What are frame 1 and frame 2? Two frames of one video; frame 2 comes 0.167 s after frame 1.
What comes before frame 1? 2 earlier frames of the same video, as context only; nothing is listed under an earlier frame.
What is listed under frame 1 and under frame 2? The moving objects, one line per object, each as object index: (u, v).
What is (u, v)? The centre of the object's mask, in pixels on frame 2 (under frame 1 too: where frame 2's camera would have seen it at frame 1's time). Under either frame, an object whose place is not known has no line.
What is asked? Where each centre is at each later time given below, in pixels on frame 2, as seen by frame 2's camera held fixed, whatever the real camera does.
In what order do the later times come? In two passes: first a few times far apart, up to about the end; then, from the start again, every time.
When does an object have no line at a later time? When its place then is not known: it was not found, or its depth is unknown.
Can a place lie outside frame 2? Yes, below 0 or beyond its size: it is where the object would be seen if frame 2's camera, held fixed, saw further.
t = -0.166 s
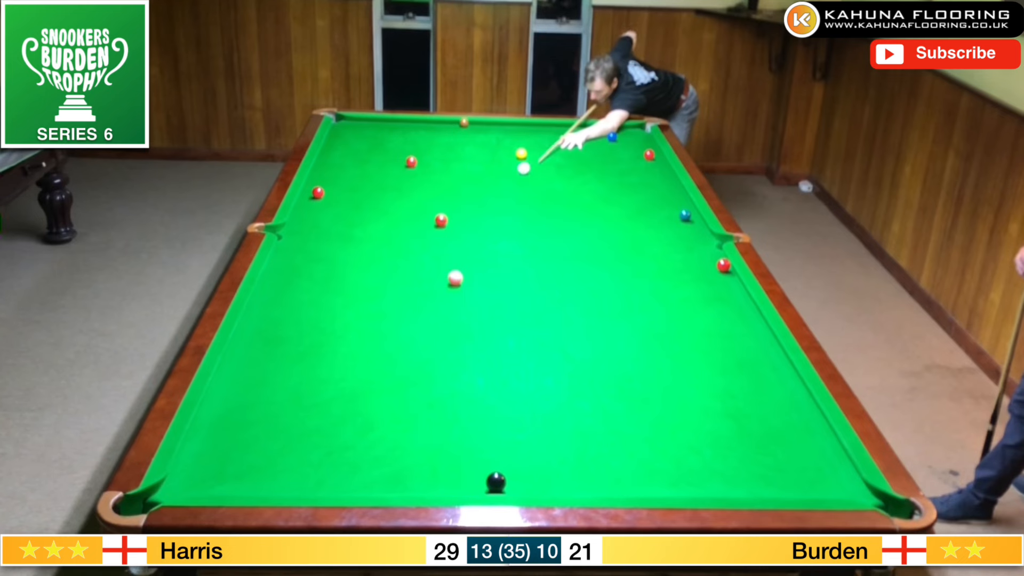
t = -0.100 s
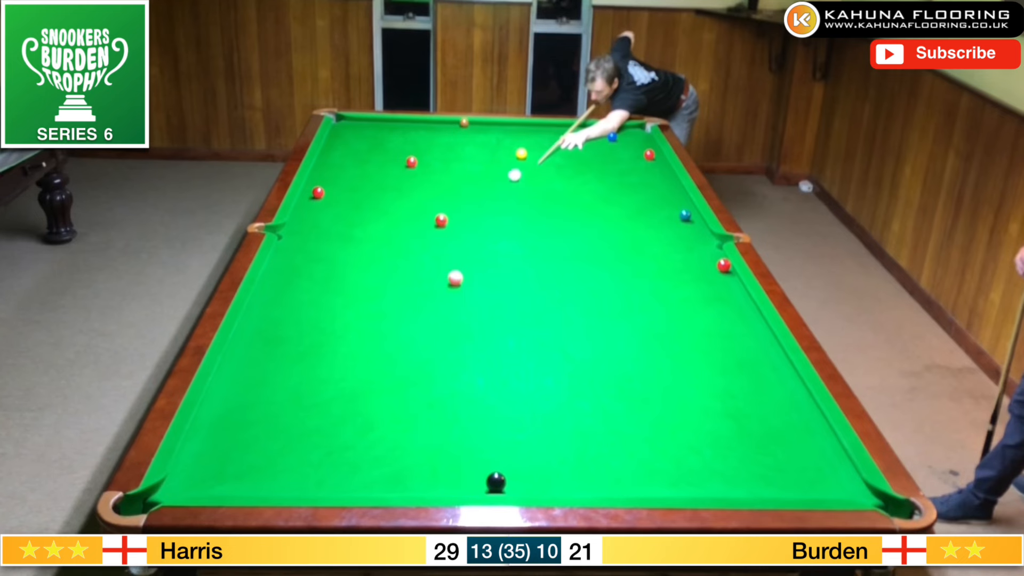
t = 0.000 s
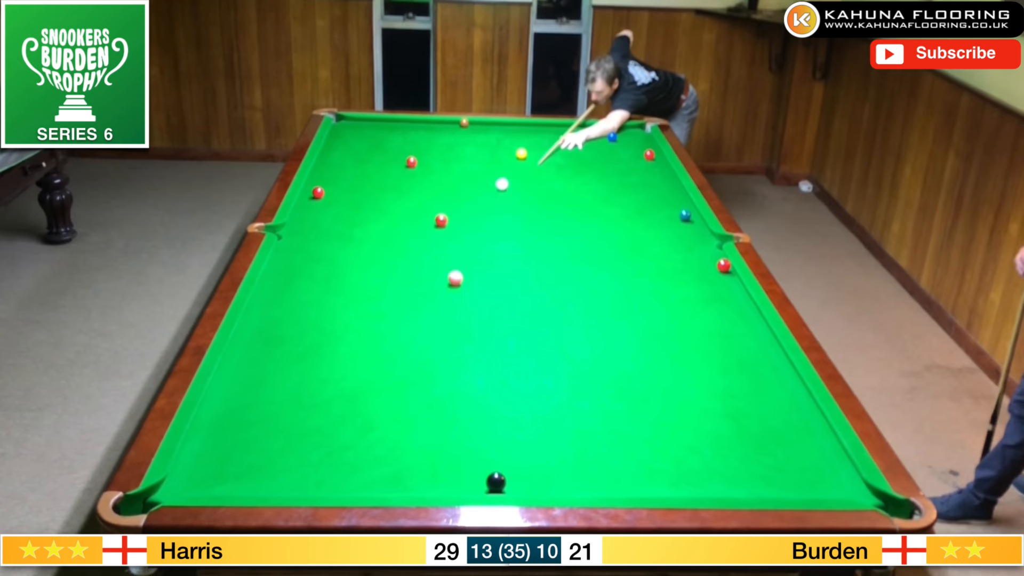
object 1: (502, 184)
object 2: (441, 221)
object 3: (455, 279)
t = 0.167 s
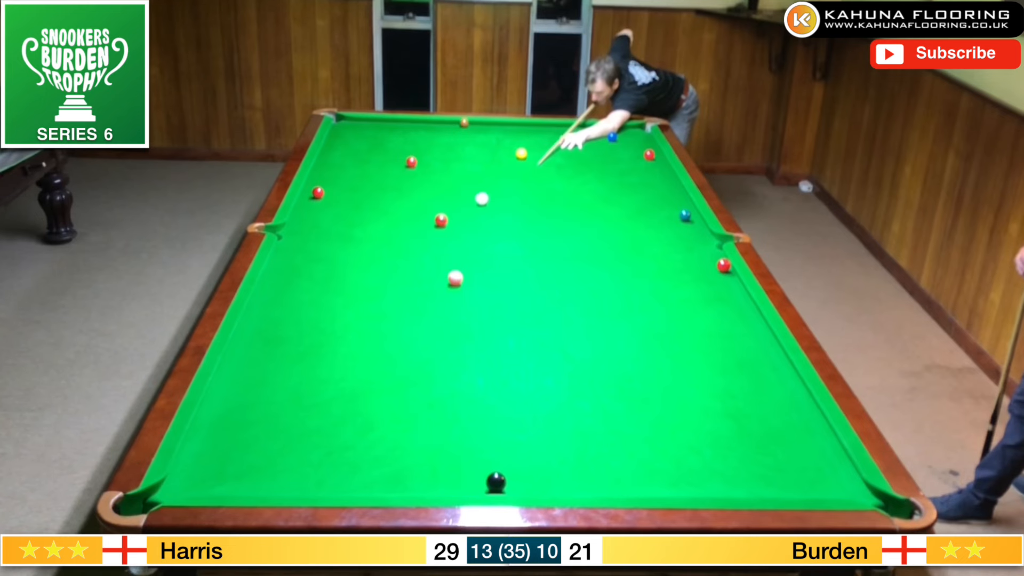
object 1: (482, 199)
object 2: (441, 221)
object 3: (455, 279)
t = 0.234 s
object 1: (473, 205)
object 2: (441, 220)
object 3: (455, 279)
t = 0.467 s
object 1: (455, 227)
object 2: (428, 221)
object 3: (455, 279)
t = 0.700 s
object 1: (455, 249)
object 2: (399, 224)
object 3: (455, 279)
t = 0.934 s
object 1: (455, 270)
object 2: (372, 226)
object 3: (455, 281)
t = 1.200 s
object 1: (454, 278)
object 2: (342, 228)
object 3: (456, 301)
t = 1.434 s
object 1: (453, 283)
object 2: (318, 229)
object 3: (457, 319)
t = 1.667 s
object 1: (452, 288)
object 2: (296, 231)
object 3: (458, 338)
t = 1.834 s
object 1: (452, 291)
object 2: (280, 232)
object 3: (459, 351)
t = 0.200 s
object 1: (477, 202)
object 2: (441, 220)
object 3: (455, 279)
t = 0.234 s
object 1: (473, 205)
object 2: (441, 220)
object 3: (455, 279)
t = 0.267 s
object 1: (469, 208)
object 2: (441, 221)
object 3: (455, 279)
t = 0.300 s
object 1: (464, 211)
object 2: (441, 221)
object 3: (455, 279)
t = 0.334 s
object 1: (460, 214)
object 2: (441, 221)
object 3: (455, 279)
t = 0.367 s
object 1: (456, 218)
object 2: (441, 221)
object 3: (455, 279)
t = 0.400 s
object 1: (454, 221)
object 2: (438, 221)
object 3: (455, 279)
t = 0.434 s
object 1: (455, 224)
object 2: (433, 221)
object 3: (455, 279)
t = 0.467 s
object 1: (455, 227)
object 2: (428, 221)
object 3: (455, 279)
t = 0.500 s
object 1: (455, 230)
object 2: (424, 222)
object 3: (455, 279)
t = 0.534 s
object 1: (455, 233)
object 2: (419, 222)
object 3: (455, 279)
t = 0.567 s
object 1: (455, 236)
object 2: (415, 222)
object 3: (455, 279)
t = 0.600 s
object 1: (455, 239)
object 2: (411, 223)
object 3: (455, 279)
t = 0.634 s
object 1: (455, 243)
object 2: (407, 223)
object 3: (455, 279)
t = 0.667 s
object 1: (455, 246)
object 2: (403, 223)
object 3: (455, 279)
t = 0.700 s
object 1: (455, 249)
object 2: (399, 224)
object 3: (455, 279)
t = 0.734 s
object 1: (455, 252)
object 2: (395, 224)
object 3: (455, 279)
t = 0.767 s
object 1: (455, 256)
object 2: (391, 224)
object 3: (455, 279)
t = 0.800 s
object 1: (455, 259)
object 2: (388, 224)
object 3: (455, 279)
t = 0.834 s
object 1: (455, 262)
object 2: (383, 225)
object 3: (455, 279)
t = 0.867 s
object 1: (455, 266)
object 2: (380, 225)
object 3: (455, 280)
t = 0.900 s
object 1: (455, 268)
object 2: (376, 225)
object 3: (455, 280)
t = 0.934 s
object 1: (455, 270)
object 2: (372, 226)
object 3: (455, 281)
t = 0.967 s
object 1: (455, 271)
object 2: (368, 226)
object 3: (456, 284)
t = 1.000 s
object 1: (454, 272)
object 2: (364, 226)
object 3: (456, 287)
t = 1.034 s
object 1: (454, 273)
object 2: (361, 226)
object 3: (456, 289)
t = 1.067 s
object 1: (454, 274)
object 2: (357, 227)
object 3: (456, 291)
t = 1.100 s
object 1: (454, 275)
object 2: (353, 227)
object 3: (456, 294)
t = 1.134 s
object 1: (454, 276)
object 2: (350, 227)
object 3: (456, 296)
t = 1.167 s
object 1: (454, 277)
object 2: (346, 227)
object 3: (456, 299)
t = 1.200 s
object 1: (454, 278)
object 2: (342, 228)
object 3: (456, 301)
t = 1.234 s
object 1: (454, 279)
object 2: (339, 228)
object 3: (457, 304)
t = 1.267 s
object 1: (453, 280)
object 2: (335, 228)
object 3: (457, 307)
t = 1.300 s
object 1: (453, 280)
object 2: (332, 228)
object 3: (457, 309)
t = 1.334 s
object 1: (453, 281)
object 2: (329, 229)
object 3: (457, 312)
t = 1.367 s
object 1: (453, 282)
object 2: (325, 229)
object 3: (457, 314)
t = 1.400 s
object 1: (453, 282)
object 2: (322, 229)
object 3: (457, 317)
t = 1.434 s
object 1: (453, 283)
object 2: (318, 229)
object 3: (457, 319)
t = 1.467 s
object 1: (453, 284)
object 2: (315, 230)
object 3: (458, 322)
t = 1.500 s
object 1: (453, 285)
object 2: (312, 230)
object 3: (458, 325)
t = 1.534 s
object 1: (453, 285)
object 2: (309, 230)
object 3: (458, 328)
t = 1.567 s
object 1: (453, 286)
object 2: (305, 230)
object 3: (458, 330)
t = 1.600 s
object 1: (453, 287)
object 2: (302, 231)
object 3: (458, 333)
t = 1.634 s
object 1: (452, 287)
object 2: (299, 231)
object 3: (458, 335)
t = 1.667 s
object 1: (452, 288)
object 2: (296, 231)
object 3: (458, 338)
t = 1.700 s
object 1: (452, 289)
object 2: (292, 231)
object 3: (459, 341)
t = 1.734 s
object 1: (452, 289)
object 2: (289, 232)
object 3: (459, 344)
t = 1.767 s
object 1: (452, 290)
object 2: (286, 232)
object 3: (459, 346)
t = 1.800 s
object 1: (452, 291)
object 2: (283, 232)
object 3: (459, 349)
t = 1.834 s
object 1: (452, 291)
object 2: (280, 232)
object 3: (459, 351)
